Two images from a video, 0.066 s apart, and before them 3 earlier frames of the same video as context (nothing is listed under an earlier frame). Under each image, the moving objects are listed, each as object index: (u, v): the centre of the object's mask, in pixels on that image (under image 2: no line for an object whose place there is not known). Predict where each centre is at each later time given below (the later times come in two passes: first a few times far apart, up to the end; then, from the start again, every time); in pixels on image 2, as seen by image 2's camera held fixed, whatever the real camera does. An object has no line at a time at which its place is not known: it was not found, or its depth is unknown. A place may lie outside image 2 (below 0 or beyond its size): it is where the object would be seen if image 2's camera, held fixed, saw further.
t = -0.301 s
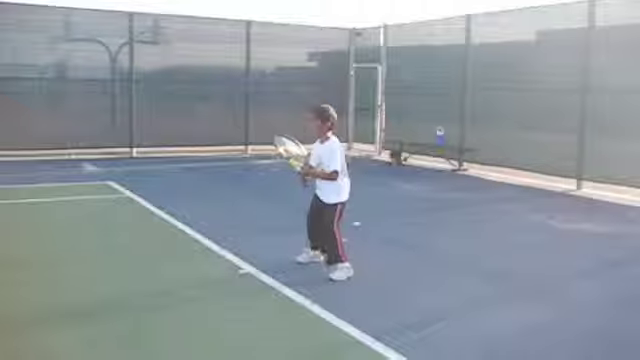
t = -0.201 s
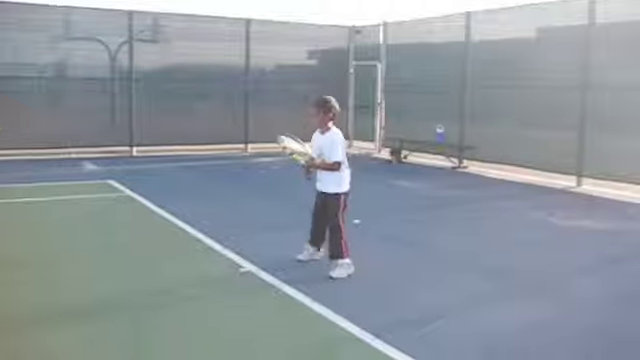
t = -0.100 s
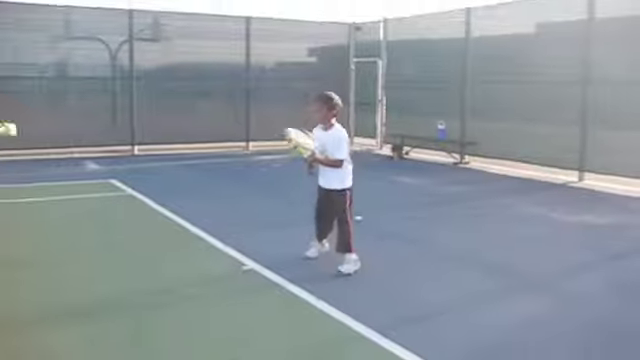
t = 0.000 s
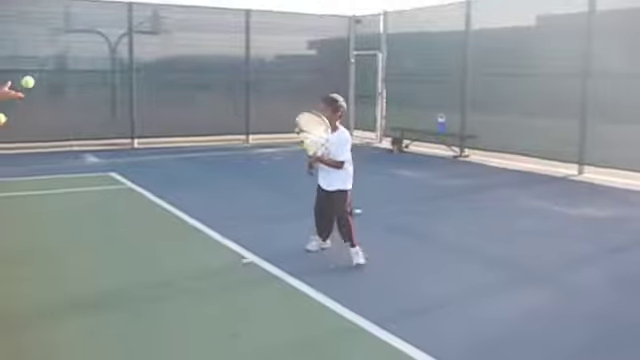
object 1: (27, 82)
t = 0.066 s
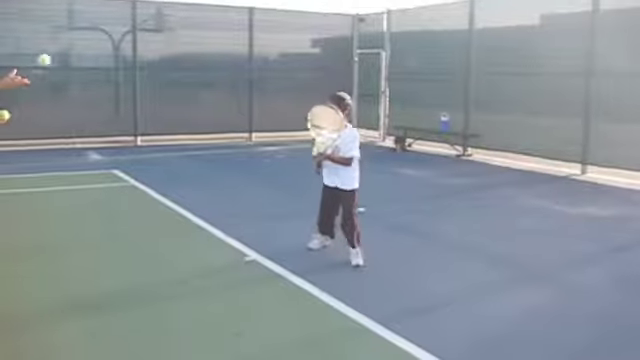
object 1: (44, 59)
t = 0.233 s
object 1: (78, 42)
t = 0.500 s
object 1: (140, 109)
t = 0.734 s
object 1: (199, 270)
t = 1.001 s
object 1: (246, 202)
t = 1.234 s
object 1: (288, 153)
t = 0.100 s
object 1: (50, 53)
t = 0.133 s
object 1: (57, 48)
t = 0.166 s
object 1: (64, 44)
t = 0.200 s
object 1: (71, 42)
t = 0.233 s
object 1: (78, 42)
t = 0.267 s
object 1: (85, 43)
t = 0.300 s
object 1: (94, 47)
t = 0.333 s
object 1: (100, 53)
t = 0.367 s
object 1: (108, 60)
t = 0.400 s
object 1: (115, 70)
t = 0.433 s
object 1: (124, 81)
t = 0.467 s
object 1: (132, 94)
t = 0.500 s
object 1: (140, 109)
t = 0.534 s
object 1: (148, 128)
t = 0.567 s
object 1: (156, 147)
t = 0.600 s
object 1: (164, 168)
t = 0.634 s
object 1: (173, 191)
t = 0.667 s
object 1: (181, 216)
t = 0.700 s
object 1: (189, 242)
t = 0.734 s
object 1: (199, 270)
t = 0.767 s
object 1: (207, 300)
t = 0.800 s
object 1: (214, 314)
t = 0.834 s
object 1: (219, 291)
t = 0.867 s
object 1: (223, 270)
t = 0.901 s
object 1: (229, 251)
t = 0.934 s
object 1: (236, 233)
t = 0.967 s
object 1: (240, 217)
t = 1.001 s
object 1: (246, 202)
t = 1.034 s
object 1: (253, 188)
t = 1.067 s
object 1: (258, 179)
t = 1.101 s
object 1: (264, 169)
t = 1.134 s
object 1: (269, 162)
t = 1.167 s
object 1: (275, 157)
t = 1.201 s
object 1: (282, 153)
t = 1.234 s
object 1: (288, 153)
